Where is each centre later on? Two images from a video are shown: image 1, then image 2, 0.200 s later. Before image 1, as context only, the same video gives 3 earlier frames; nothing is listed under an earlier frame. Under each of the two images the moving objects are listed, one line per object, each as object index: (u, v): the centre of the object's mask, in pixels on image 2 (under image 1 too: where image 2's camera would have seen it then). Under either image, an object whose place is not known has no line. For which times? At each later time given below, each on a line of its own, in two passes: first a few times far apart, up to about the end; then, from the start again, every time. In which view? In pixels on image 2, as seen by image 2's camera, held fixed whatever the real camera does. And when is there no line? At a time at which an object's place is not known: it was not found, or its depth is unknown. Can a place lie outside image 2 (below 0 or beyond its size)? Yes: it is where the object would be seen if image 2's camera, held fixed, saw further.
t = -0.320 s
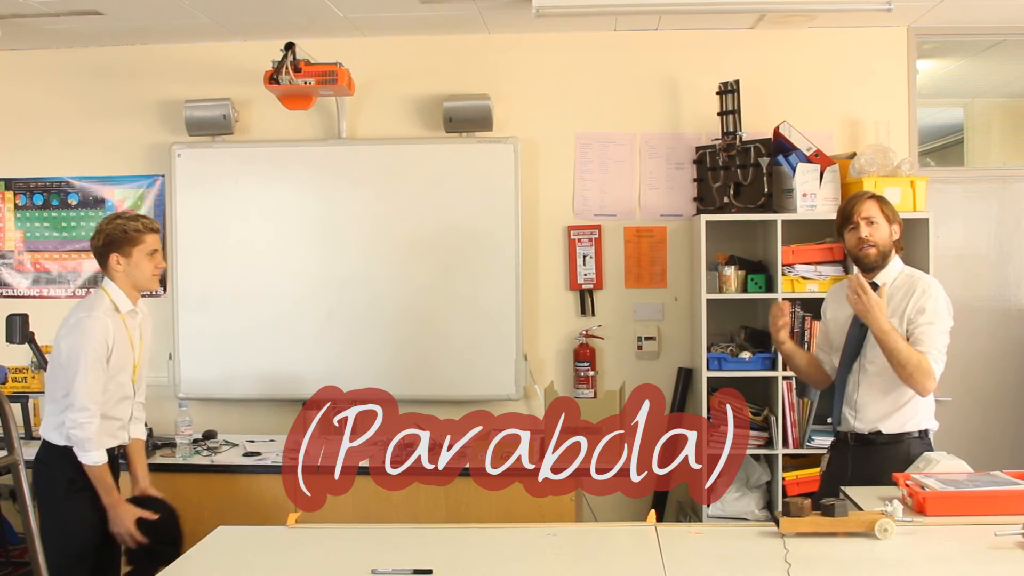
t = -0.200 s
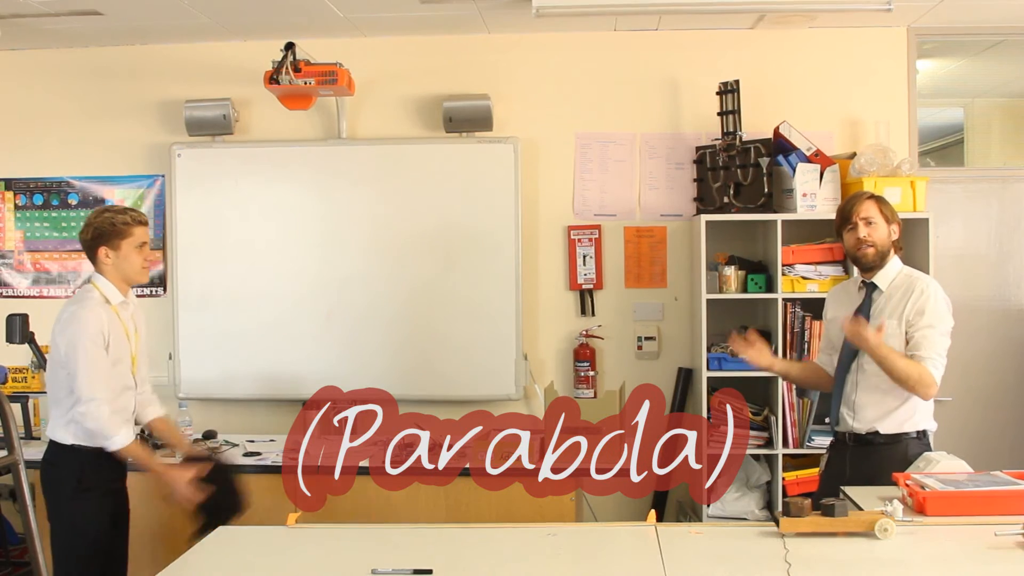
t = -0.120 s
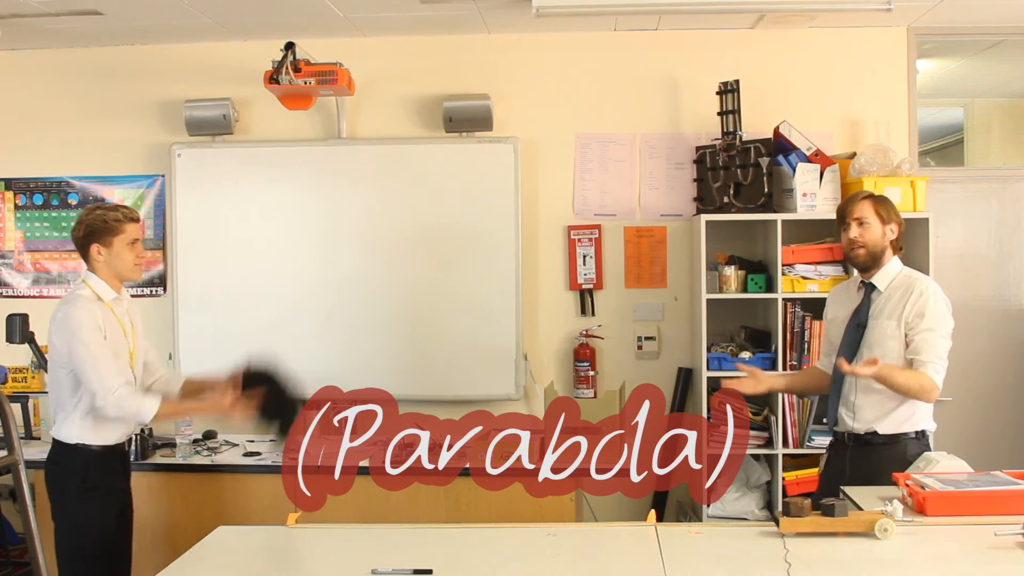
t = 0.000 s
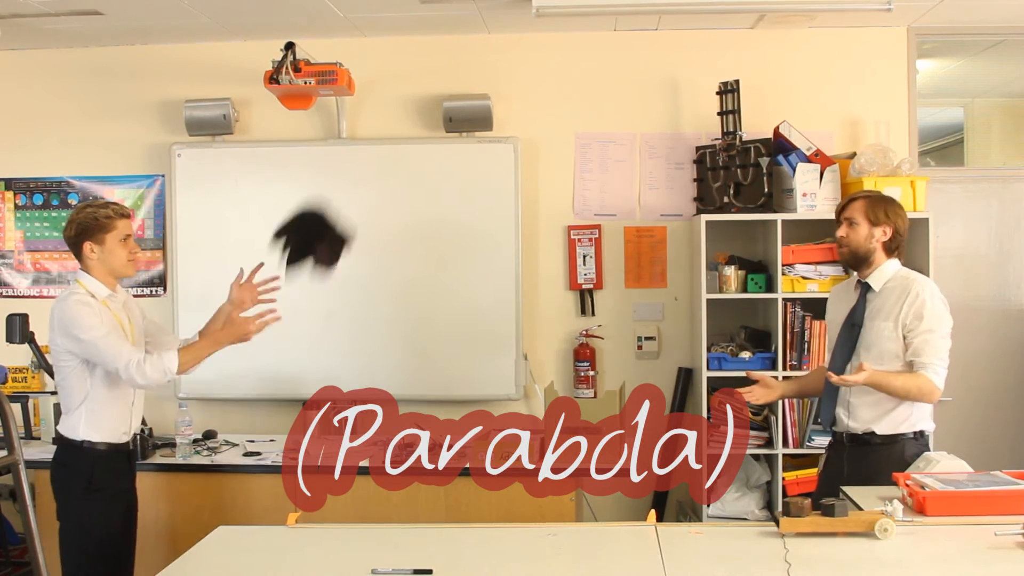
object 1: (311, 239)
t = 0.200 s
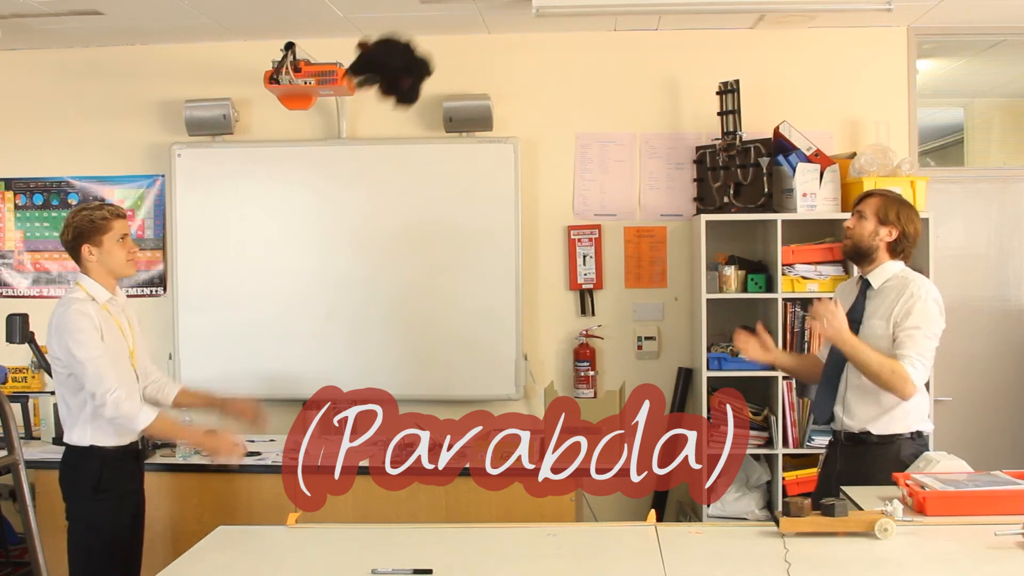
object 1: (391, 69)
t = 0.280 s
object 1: (421, 34)
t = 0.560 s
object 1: (529, 61)
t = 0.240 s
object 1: (405, 48)
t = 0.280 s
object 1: (421, 34)
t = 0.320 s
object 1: (436, 27)
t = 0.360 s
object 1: (452, 24)
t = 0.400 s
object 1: (467, 24)
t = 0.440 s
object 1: (483, 26)
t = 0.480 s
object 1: (498, 32)
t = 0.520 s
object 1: (513, 43)
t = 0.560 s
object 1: (529, 61)
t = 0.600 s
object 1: (545, 84)
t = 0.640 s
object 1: (561, 112)
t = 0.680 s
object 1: (577, 145)
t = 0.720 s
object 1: (594, 182)
